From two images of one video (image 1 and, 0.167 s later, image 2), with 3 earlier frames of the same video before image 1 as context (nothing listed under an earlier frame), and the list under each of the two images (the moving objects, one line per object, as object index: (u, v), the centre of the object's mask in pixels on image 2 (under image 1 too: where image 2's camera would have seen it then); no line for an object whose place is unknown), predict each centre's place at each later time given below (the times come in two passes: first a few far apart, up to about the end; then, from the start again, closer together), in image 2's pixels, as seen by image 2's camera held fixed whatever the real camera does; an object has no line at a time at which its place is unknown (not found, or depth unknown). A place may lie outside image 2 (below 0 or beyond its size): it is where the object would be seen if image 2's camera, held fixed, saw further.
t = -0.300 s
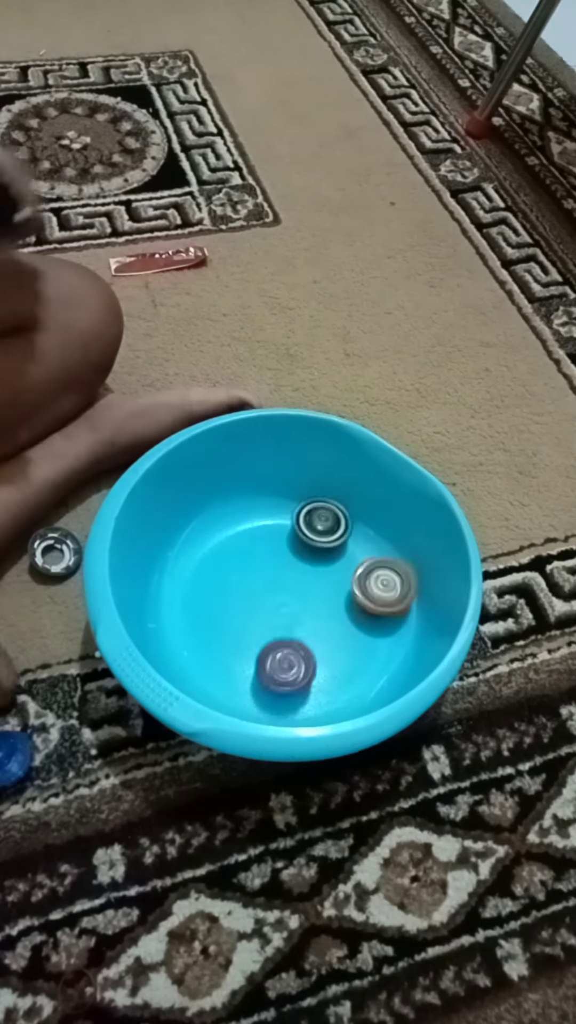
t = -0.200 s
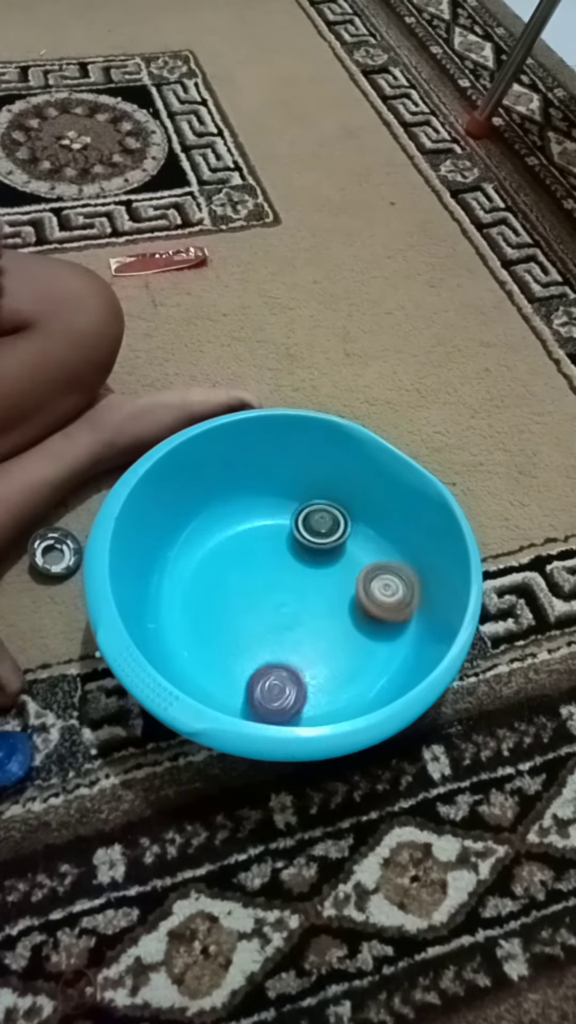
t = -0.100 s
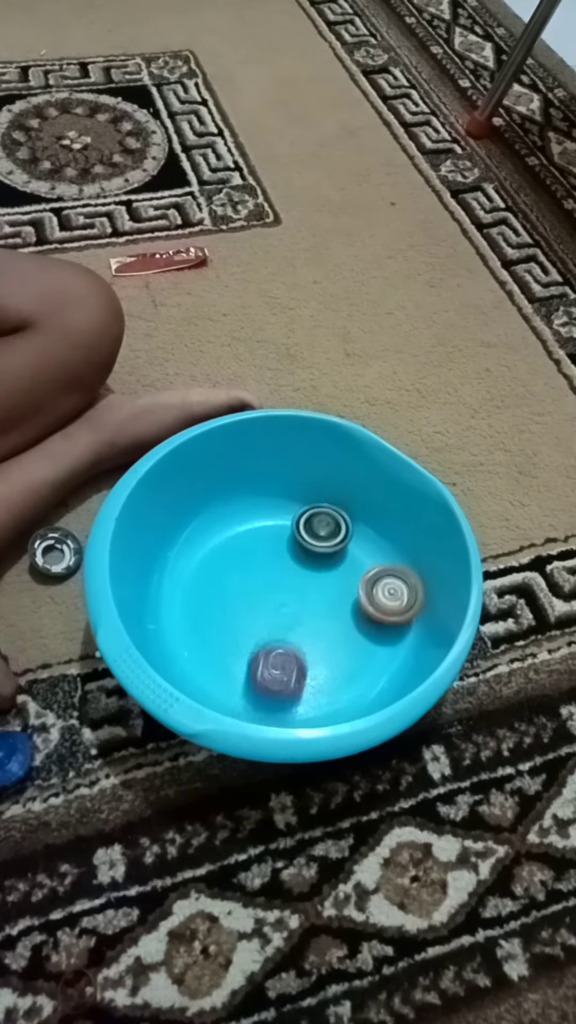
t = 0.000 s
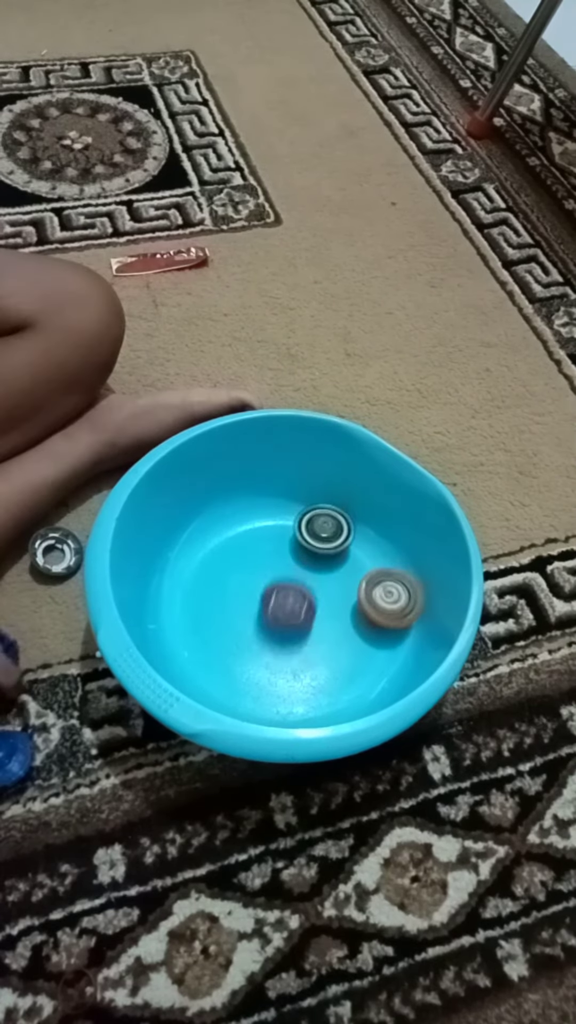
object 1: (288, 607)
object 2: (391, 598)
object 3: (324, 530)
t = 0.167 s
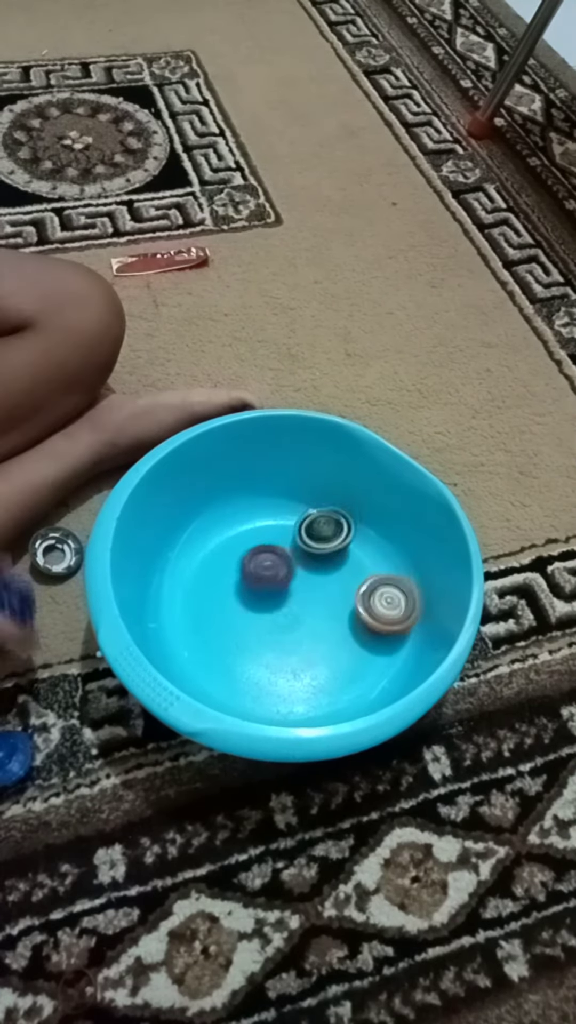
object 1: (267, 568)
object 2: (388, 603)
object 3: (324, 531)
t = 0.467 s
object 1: (210, 559)
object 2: (392, 612)
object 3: (307, 539)
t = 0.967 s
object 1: (323, 678)
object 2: (386, 623)
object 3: (302, 523)
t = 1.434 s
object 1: (303, 702)
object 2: (385, 636)
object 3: (306, 524)
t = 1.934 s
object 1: (338, 696)
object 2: (387, 629)
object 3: (304, 524)
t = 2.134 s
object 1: (363, 683)
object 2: (386, 619)
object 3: (303, 518)
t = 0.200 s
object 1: (258, 568)
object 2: (390, 606)
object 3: (322, 533)
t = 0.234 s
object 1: (249, 567)
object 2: (389, 607)
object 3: (322, 536)
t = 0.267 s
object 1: (241, 566)
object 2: (391, 609)
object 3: (321, 537)
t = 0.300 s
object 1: (232, 566)
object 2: (390, 610)
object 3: (319, 539)
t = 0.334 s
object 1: (223, 564)
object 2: (393, 611)
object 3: (317, 540)
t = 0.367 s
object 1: (215, 560)
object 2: (392, 612)
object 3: (314, 540)
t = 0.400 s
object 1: (205, 555)
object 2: (395, 612)
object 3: (312, 541)
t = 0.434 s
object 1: (197, 550)
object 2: (392, 612)
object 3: (309, 540)
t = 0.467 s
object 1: (210, 559)
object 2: (392, 612)
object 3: (307, 539)
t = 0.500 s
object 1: (227, 569)
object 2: (389, 613)
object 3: (304, 537)
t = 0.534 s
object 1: (244, 582)
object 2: (389, 612)
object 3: (304, 536)
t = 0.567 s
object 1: (260, 594)
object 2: (387, 615)
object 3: (303, 534)
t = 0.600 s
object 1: (276, 609)
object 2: (387, 615)
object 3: (301, 530)
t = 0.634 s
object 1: (292, 624)
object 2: (386, 618)
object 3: (301, 528)
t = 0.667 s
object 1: (307, 640)
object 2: (386, 617)
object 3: (301, 526)
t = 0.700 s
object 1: (321, 659)
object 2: (387, 620)
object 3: (301, 524)
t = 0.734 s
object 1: (332, 678)
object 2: (387, 620)
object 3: (302, 522)
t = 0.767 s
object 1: (342, 694)
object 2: (389, 623)
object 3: (304, 520)
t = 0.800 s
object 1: (340, 688)
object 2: (390, 623)
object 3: (304, 519)
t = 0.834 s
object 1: (337, 681)
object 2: (392, 625)
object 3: (304, 517)
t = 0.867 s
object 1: (332, 679)
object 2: (392, 624)
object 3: (300, 520)
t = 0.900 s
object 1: (328, 678)
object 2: (393, 624)
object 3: (299, 523)
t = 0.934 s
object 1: (325, 678)
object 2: (387, 623)
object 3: (300, 522)
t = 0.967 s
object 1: (323, 678)
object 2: (386, 623)
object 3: (302, 523)
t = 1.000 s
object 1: (321, 678)
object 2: (382, 624)
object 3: (303, 525)
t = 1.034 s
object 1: (318, 679)
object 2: (379, 623)
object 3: (302, 525)
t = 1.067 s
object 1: (316, 679)
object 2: (378, 625)
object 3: (303, 525)
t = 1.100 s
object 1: (314, 681)
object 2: (376, 625)
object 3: (304, 527)
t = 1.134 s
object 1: (313, 682)
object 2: (376, 626)
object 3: (304, 527)
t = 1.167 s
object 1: (311, 684)
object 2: (375, 626)
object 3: (303, 528)
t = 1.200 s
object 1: (310, 686)
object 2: (376, 627)
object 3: (304, 527)
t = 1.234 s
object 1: (309, 689)
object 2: (375, 628)
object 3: (304, 528)
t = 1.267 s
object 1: (307, 691)
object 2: (377, 629)
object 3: (303, 527)
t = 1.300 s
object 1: (306, 695)
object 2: (378, 632)
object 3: (305, 525)
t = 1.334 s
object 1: (304, 698)
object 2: (380, 632)
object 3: (305, 527)
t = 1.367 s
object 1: (303, 700)
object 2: (384, 636)
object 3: (306, 526)
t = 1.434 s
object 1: (303, 702)
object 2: (385, 636)
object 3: (306, 524)
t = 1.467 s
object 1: (304, 704)
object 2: (389, 638)
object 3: (308, 523)
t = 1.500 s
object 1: (307, 703)
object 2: (389, 635)
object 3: (310, 523)
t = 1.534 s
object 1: (311, 702)
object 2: (391, 634)
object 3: (310, 522)
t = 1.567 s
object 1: (312, 702)
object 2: (387, 632)
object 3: (310, 519)
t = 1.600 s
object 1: (314, 701)
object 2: (384, 630)
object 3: (311, 520)
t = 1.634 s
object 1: (315, 701)
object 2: (383, 631)
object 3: (309, 521)
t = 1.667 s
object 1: (317, 701)
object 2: (379, 629)
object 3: (309, 519)
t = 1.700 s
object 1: (318, 701)
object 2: (380, 629)
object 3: (310, 520)
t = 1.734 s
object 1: (320, 701)
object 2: (378, 629)
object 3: (308, 523)
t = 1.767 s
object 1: (323, 700)
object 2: (378, 627)
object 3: (307, 524)
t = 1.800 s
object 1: (325, 700)
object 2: (379, 629)
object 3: (307, 524)
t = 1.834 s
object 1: (327, 699)
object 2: (379, 628)
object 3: (308, 524)
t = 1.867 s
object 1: (330, 698)
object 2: (382, 629)
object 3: (307, 526)
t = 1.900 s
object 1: (332, 698)
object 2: (383, 630)
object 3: (305, 525)
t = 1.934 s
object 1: (338, 696)
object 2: (387, 629)
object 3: (304, 524)
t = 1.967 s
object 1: (345, 693)
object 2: (390, 630)
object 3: (304, 525)
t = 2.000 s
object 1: (353, 689)
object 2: (392, 628)
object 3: (304, 524)
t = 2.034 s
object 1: (359, 685)
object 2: (392, 626)
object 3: (302, 522)
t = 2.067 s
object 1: (362, 682)
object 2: (388, 622)
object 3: (301, 521)
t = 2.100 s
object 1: (364, 681)
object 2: (387, 621)
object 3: (302, 519)
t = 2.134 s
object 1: (363, 683)
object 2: (386, 619)
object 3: (303, 518)
